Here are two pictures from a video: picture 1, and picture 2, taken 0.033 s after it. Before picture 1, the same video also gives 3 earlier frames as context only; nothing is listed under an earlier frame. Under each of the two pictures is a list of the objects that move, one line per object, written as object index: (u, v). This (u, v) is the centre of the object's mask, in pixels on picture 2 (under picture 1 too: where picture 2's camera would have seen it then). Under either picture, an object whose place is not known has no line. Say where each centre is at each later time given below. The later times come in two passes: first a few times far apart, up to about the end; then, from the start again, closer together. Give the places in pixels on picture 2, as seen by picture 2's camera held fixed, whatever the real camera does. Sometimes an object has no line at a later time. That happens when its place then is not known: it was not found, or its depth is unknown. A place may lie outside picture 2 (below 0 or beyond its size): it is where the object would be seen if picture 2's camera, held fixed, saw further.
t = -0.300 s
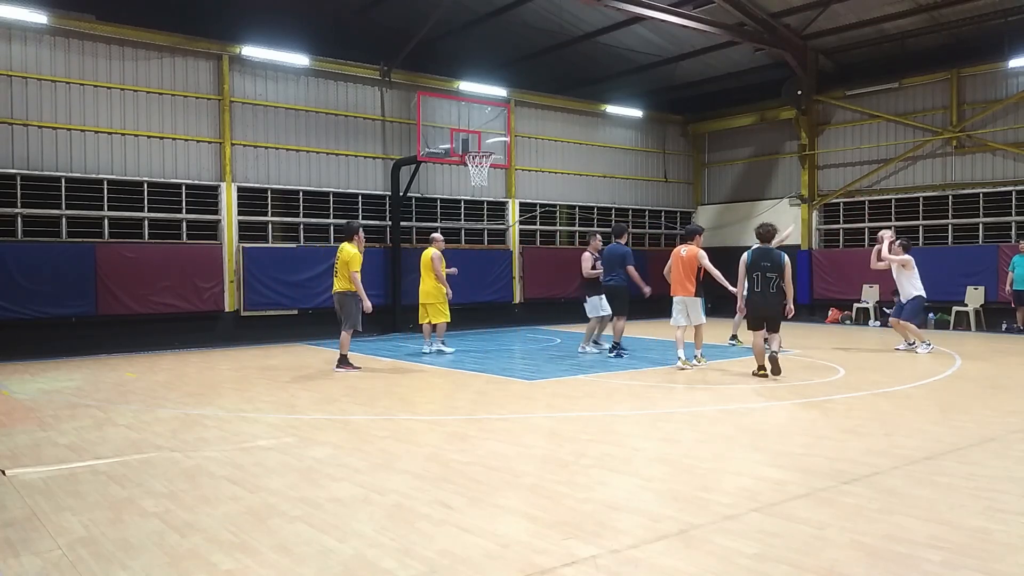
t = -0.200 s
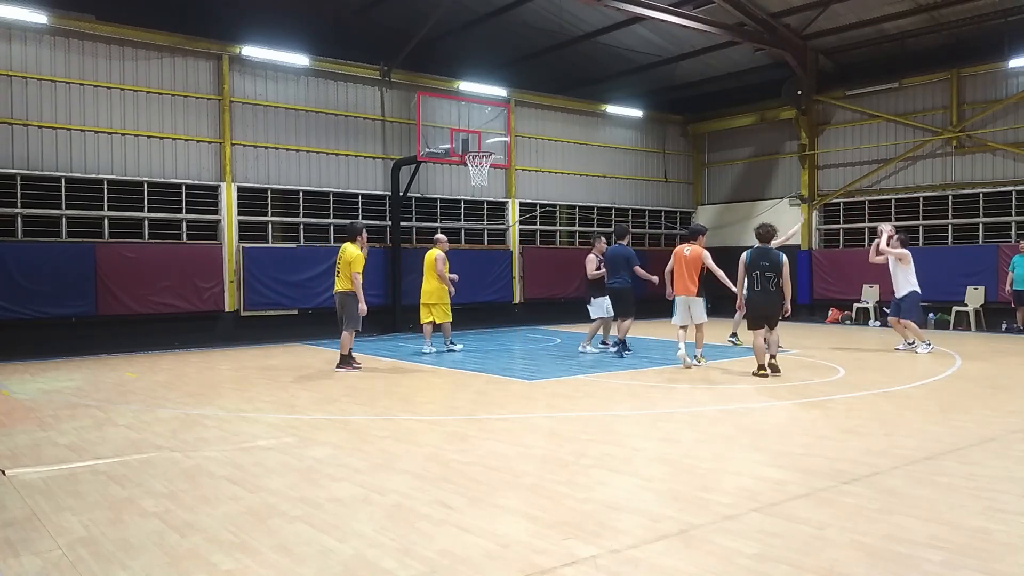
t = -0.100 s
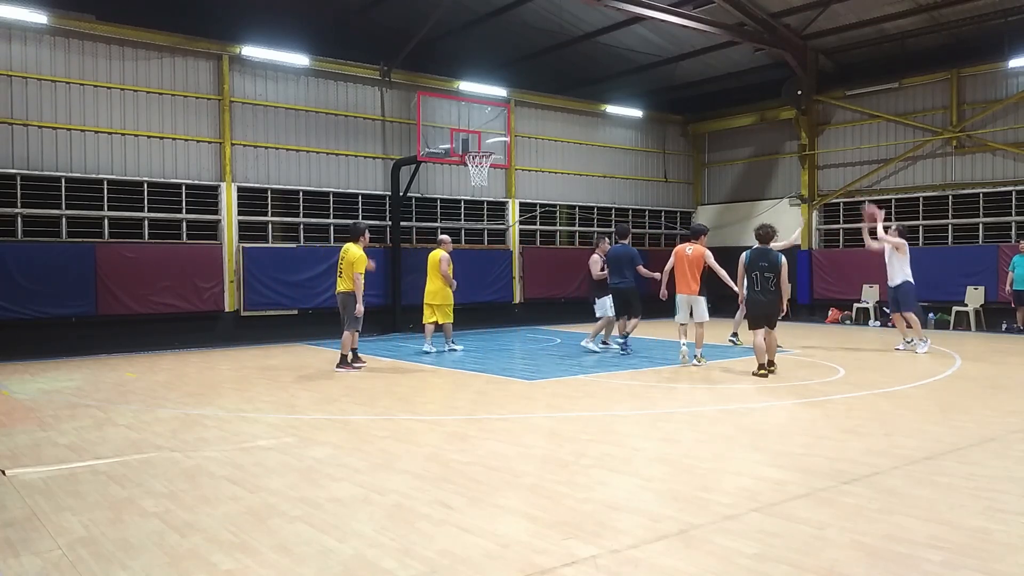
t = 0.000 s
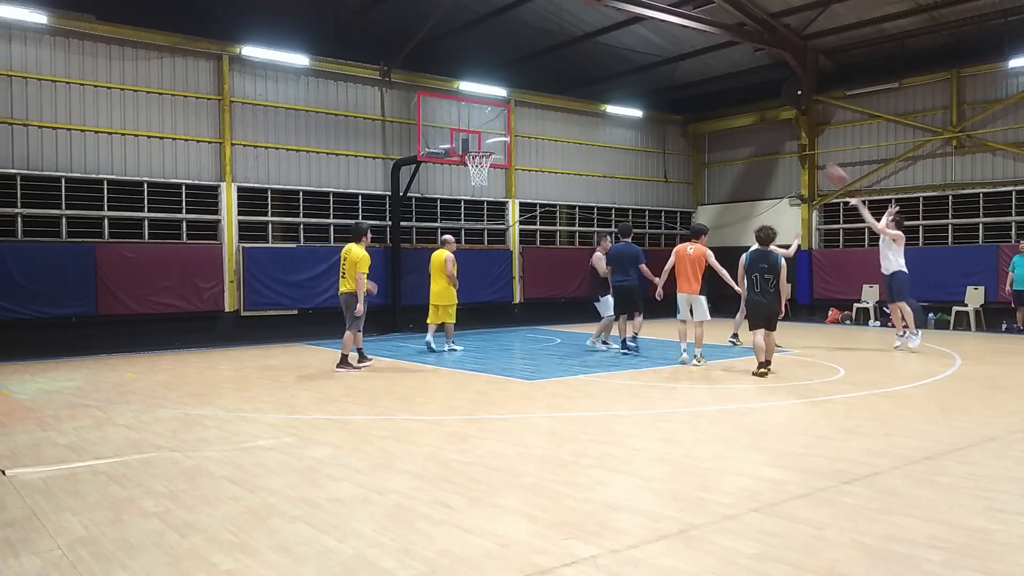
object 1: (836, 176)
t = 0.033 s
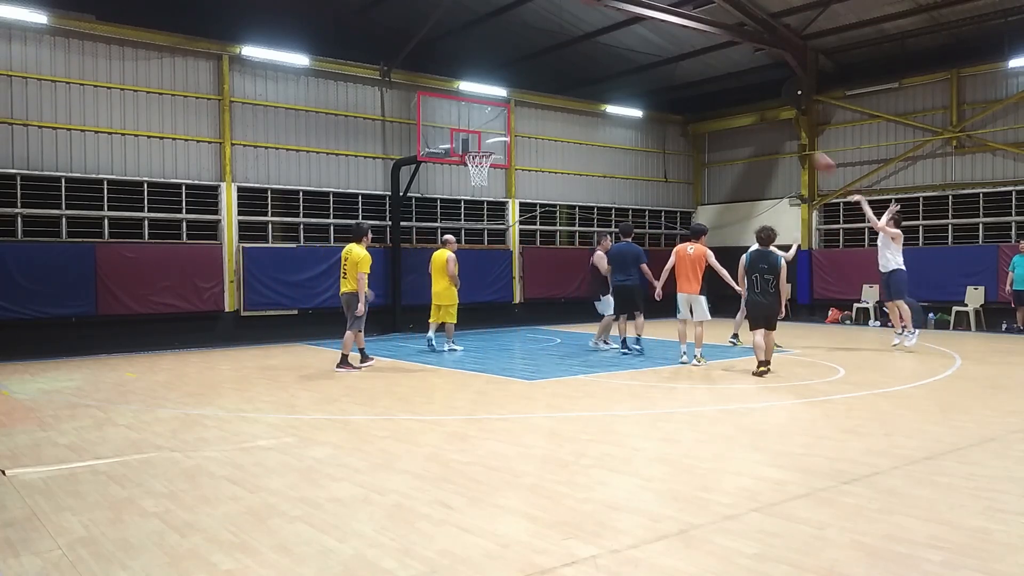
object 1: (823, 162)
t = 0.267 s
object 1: (735, 103)
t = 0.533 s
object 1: (642, 80)
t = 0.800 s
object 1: (557, 102)
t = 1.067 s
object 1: (510, 136)
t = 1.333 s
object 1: (566, 116)
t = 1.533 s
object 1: (612, 131)
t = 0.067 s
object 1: (809, 152)
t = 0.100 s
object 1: (797, 142)
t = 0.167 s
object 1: (773, 125)
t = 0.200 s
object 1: (760, 117)
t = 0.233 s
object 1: (747, 110)
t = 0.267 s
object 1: (735, 103)
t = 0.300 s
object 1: (723, 98)
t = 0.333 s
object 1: (711, 93)
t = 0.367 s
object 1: (699, 89)
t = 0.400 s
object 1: (688, 86)
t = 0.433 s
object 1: (676, 84)
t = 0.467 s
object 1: (665, 82)
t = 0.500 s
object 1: (653, 81)
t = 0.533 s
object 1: (642, 80)
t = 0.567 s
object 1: (631, 81)
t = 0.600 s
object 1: (620, 82)
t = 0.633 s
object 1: (609, 83)
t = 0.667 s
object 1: (598, 86)
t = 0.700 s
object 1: (588, 89)
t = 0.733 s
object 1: (577, 93)
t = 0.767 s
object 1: (567, 96)
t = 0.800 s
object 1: (557, 102)
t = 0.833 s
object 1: (546, 108)
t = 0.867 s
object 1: (537, 114)
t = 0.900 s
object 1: (527, 121)
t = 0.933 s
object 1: (517, 129)
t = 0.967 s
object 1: (508, 137)
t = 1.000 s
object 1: (498, 147)
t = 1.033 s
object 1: (503, 142)
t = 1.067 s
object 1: (510, 136)
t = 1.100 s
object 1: (517, 132)
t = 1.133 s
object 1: (524, 127)
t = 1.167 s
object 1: (531, 124)
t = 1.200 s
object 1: (538, 121)
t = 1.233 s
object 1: (545, 119)
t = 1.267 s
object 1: (552, 117)
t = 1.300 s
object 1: (559, 117)
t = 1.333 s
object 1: (566, 116)
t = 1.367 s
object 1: (573, 117)
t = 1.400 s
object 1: (581, 119)
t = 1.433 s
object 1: (589, 120)
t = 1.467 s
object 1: (596, 123)
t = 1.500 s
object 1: (604, 127)
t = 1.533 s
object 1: (612, 131)
